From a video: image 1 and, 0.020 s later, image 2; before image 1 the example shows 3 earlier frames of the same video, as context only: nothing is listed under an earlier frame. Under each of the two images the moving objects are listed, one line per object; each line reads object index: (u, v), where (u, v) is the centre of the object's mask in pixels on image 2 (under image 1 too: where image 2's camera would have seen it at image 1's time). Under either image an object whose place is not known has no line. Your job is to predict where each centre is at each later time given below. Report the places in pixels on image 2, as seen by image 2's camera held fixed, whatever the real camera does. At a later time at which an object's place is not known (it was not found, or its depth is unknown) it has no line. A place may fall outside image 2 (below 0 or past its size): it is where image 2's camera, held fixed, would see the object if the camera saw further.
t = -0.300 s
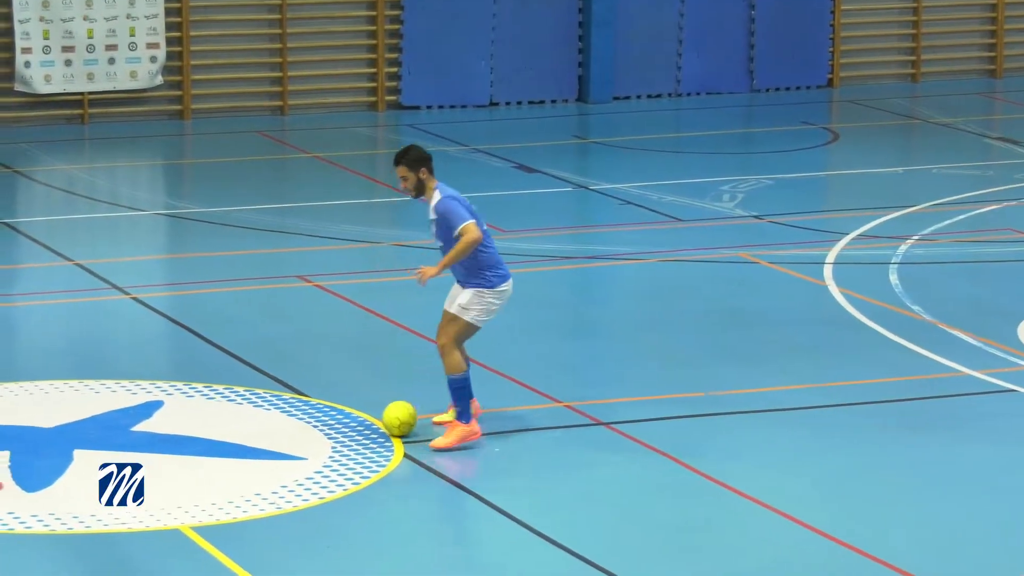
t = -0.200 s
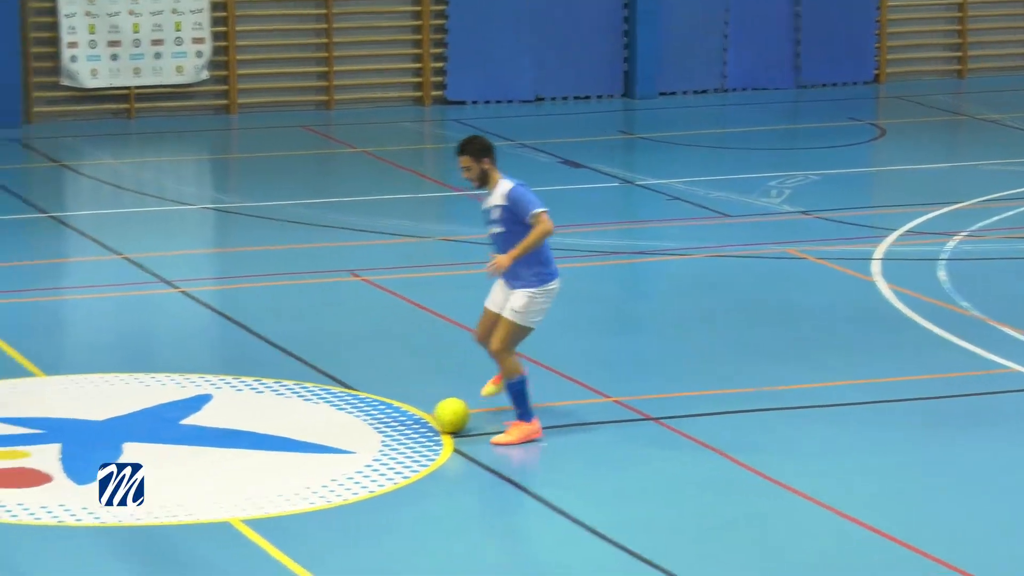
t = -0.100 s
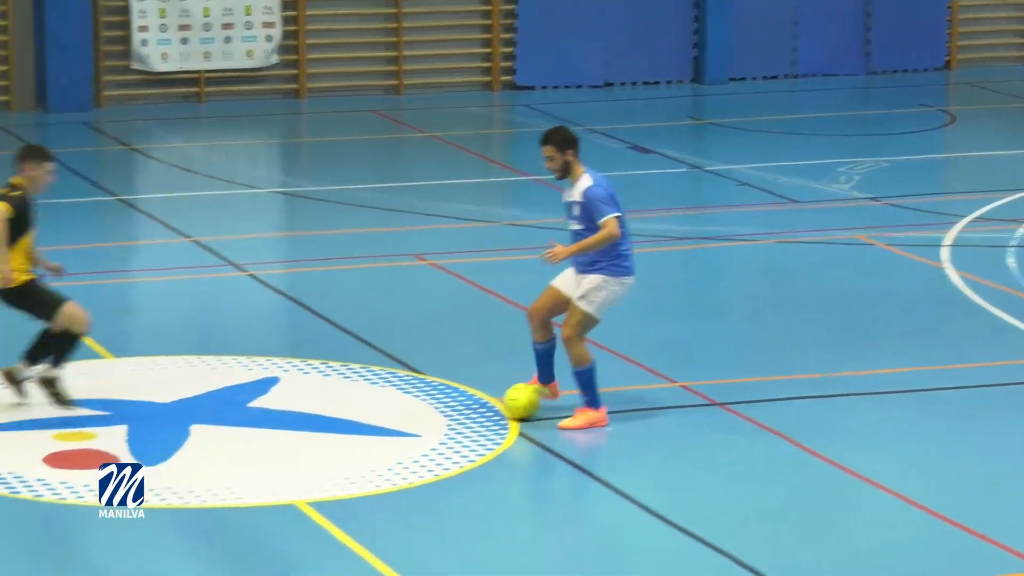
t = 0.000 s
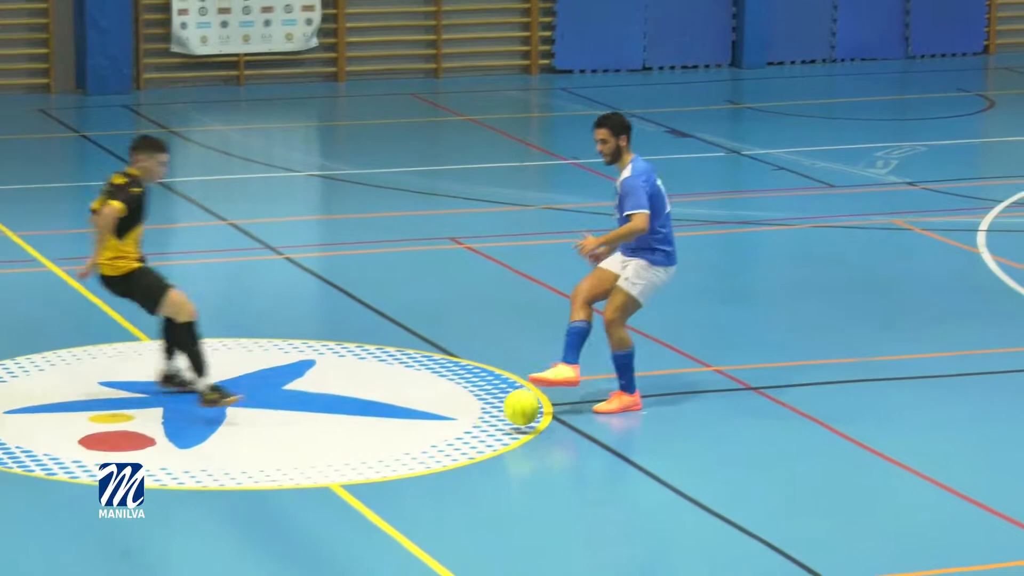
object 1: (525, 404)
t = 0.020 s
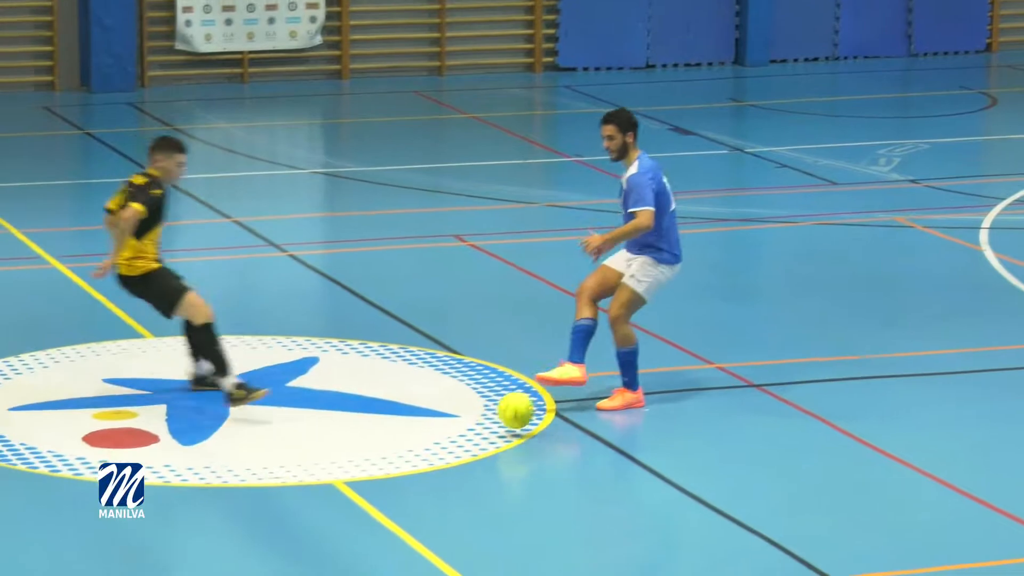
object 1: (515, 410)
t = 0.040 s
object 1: (506, 418)
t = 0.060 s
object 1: (497, 426)
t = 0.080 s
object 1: (488, 437)
